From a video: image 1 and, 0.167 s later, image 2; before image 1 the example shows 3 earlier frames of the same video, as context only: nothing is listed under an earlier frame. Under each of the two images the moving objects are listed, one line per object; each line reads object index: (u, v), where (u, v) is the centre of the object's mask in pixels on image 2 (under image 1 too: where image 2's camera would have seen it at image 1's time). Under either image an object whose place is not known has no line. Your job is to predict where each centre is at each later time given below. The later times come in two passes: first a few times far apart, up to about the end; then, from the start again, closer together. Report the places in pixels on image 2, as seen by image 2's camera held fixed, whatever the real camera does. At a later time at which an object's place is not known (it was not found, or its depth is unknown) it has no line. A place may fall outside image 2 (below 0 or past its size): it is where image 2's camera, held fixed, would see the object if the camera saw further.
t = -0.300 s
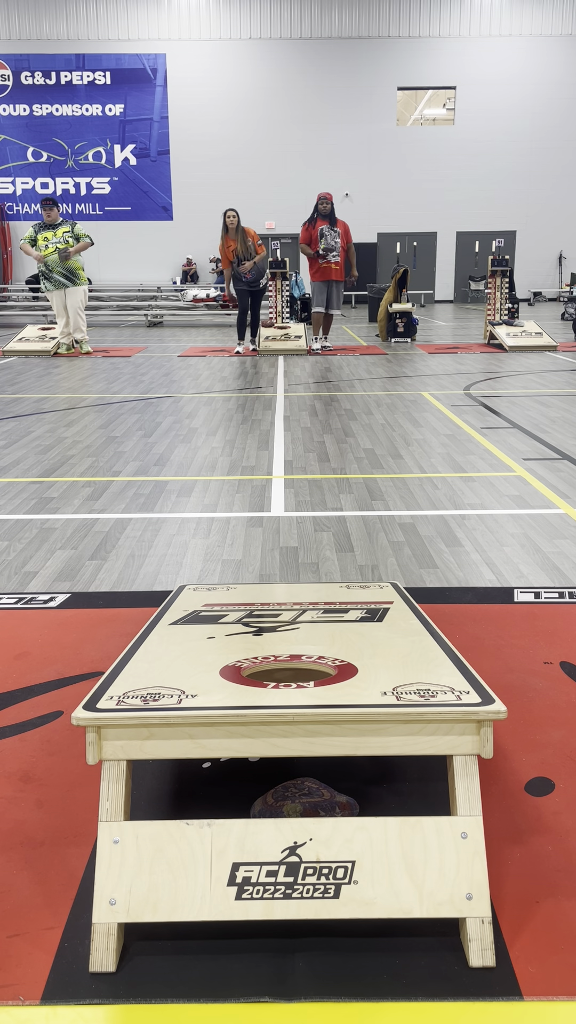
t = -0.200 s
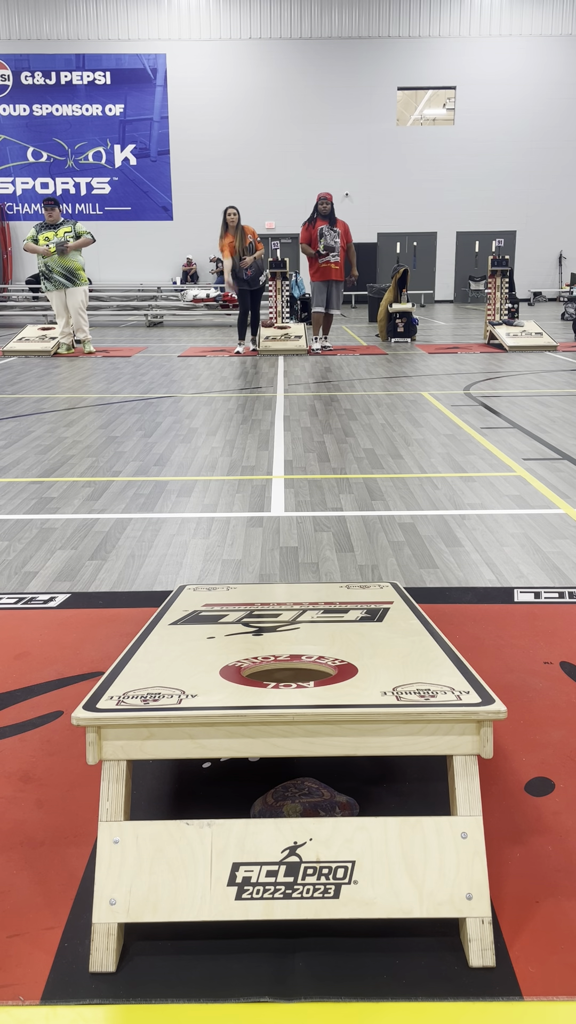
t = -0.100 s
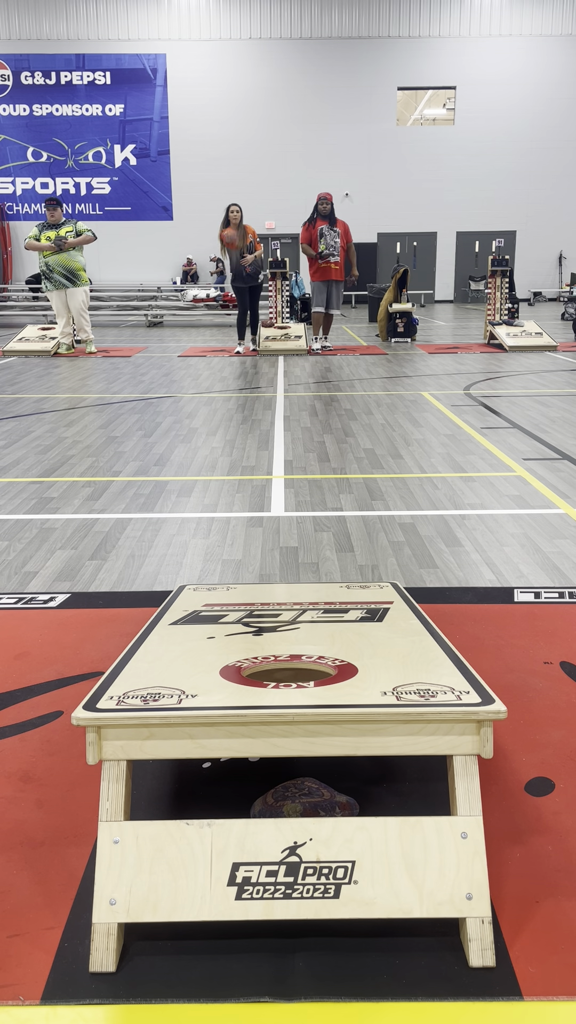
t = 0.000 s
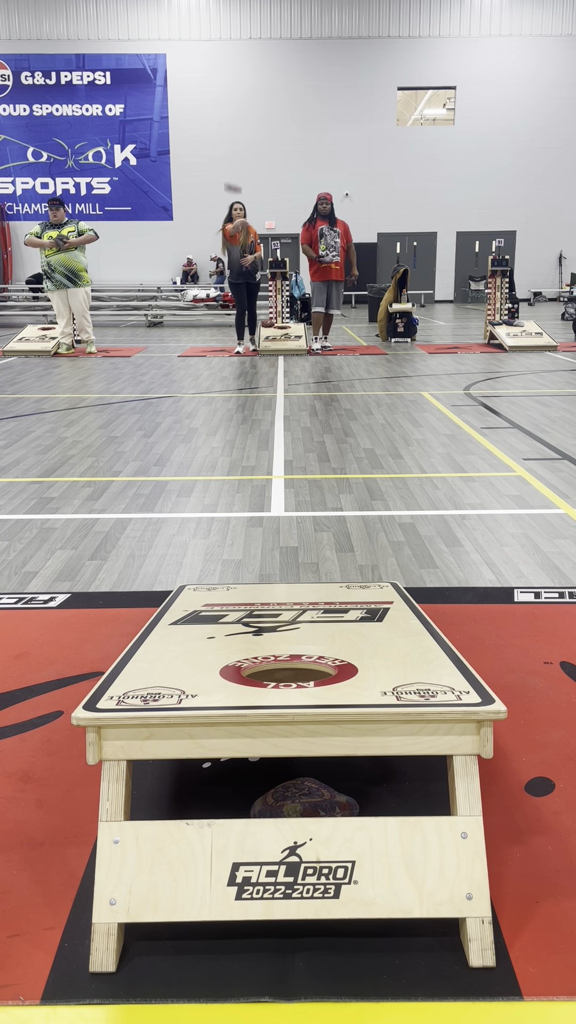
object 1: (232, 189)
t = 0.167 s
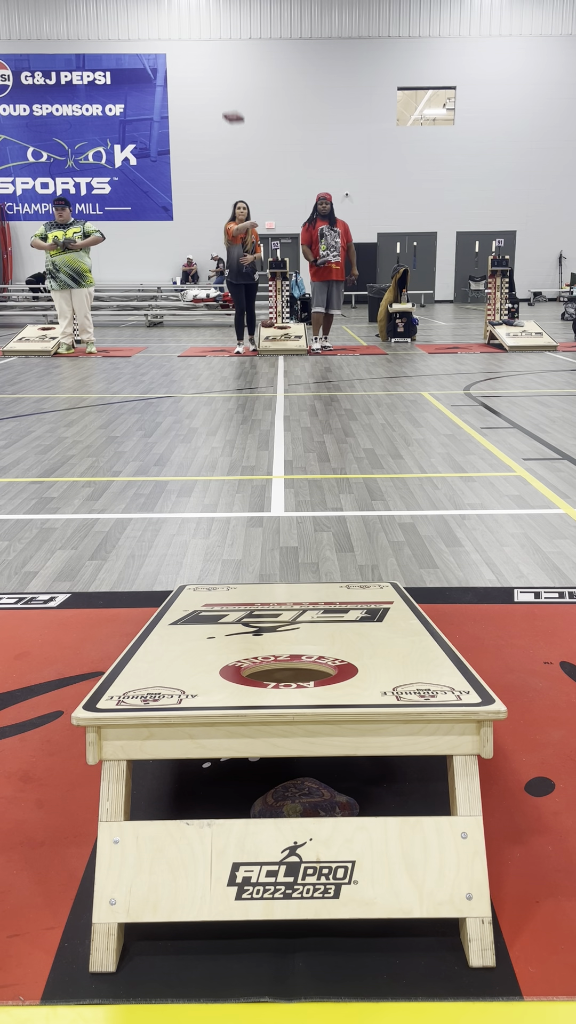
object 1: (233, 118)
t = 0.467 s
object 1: (238, 47)
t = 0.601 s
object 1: (242, 63)
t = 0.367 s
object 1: (236, 59)
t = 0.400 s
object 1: (237, 53)
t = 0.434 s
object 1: (237, 49)
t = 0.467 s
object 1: (238, 47)
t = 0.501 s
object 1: (239, 47)
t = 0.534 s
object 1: (240, 50)
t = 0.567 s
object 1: (241, 55)
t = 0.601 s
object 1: (242, 63)
